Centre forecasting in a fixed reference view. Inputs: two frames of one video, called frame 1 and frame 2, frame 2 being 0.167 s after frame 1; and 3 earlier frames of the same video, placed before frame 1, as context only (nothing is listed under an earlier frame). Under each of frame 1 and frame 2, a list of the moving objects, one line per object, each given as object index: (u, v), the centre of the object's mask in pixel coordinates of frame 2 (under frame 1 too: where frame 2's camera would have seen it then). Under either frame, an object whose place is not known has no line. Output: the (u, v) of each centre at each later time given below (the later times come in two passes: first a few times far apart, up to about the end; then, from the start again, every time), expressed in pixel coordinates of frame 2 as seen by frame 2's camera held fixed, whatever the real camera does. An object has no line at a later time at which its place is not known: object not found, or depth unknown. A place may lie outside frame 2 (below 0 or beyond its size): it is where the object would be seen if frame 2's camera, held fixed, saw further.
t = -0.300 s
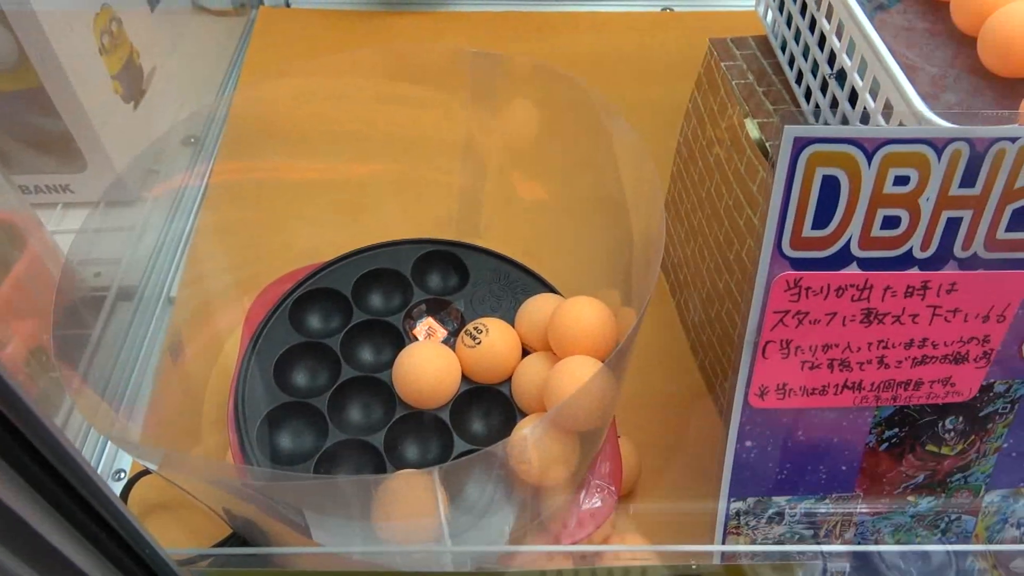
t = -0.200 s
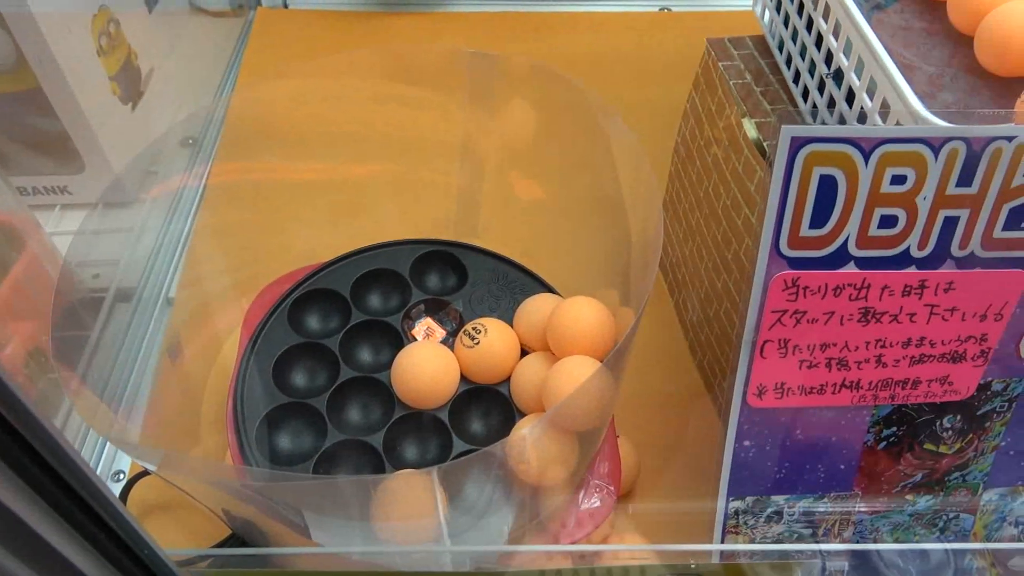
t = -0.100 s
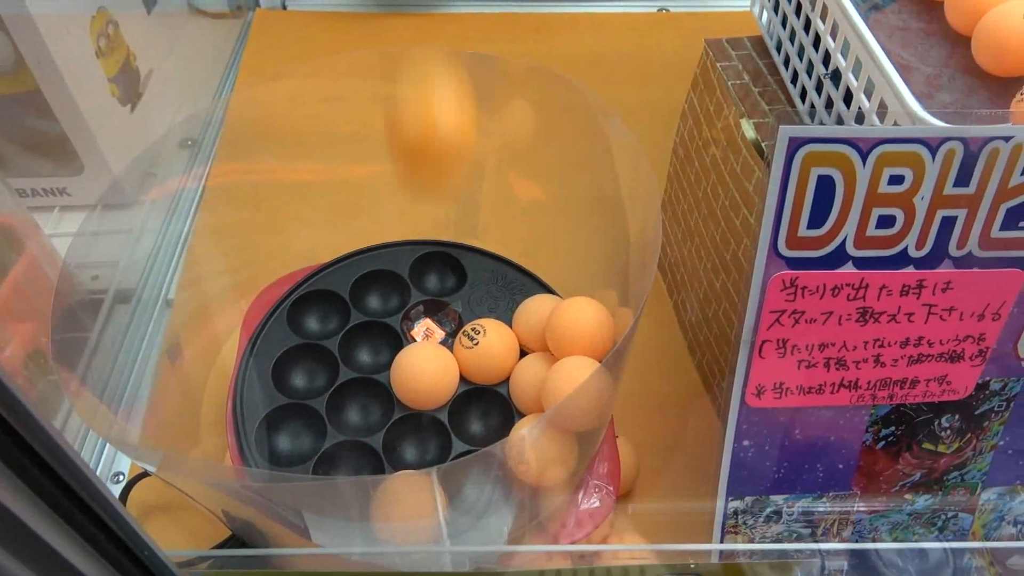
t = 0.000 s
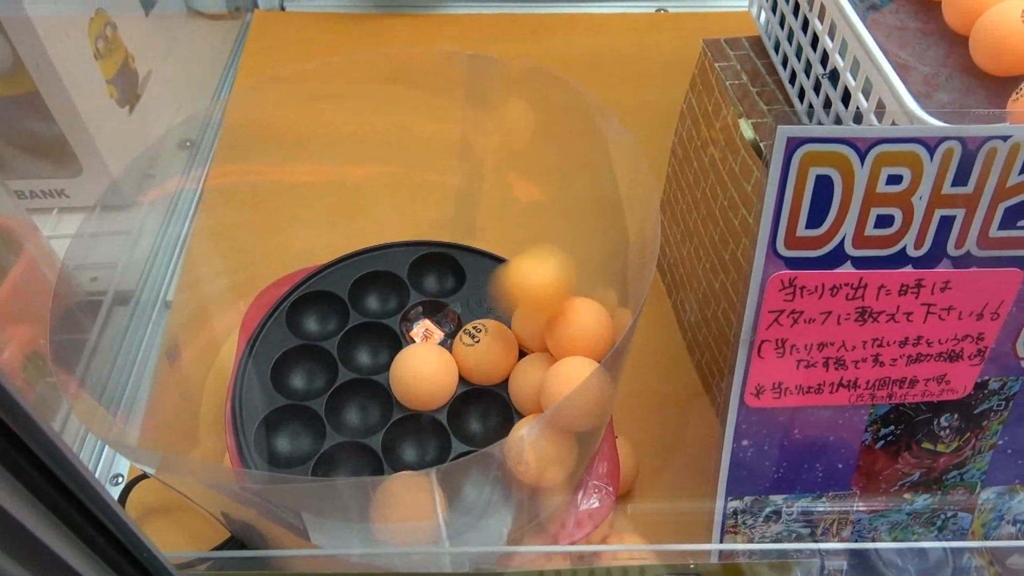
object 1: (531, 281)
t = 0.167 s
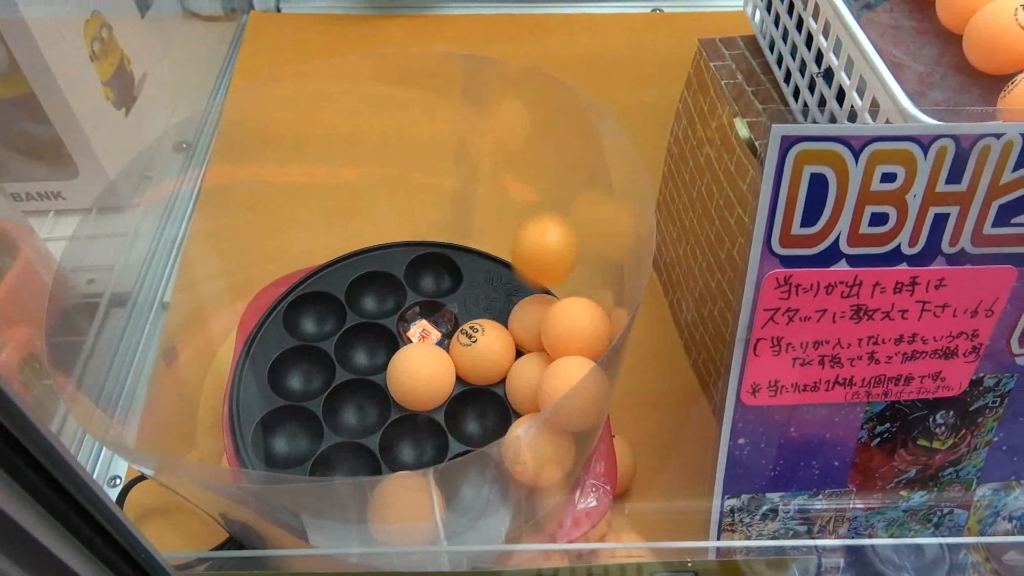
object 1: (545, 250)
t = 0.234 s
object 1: (526, 254)
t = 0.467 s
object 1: (495, 247)
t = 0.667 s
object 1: (516, 268)
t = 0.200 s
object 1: (538, 257)
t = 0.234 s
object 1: (526, 254)
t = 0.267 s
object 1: (512, 263)
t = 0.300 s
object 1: (508, 254)
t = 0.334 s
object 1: (503, 245)
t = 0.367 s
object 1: (496, 251)
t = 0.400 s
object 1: (491, 262)
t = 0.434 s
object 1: (493, 250)
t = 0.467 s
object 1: (495, 247)
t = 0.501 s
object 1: (497, 256)
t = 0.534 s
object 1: (500, 252)
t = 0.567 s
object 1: (501, 254)
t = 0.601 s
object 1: (503, 263)
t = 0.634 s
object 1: (511, 261)
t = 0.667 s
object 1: (516, 268)
